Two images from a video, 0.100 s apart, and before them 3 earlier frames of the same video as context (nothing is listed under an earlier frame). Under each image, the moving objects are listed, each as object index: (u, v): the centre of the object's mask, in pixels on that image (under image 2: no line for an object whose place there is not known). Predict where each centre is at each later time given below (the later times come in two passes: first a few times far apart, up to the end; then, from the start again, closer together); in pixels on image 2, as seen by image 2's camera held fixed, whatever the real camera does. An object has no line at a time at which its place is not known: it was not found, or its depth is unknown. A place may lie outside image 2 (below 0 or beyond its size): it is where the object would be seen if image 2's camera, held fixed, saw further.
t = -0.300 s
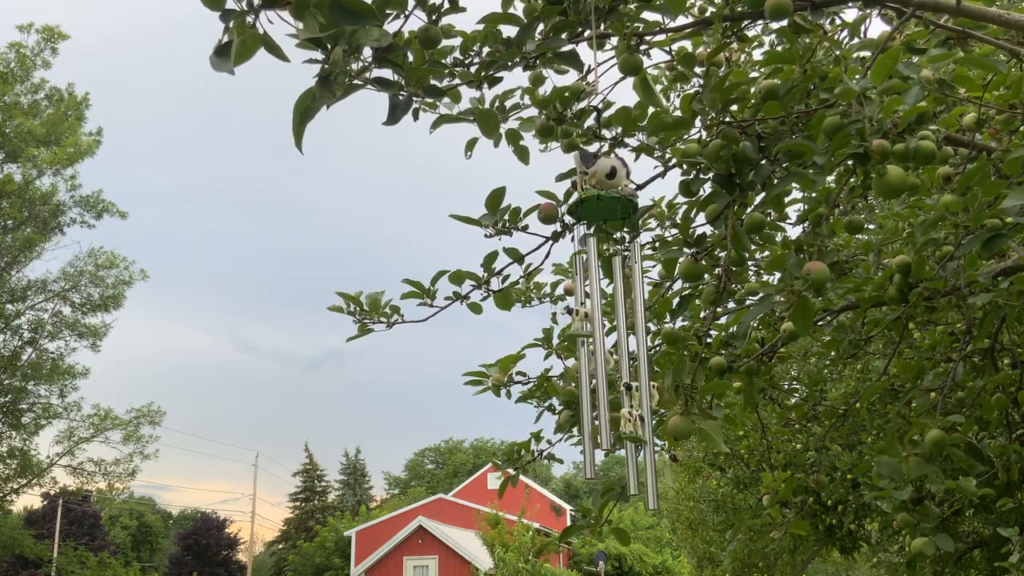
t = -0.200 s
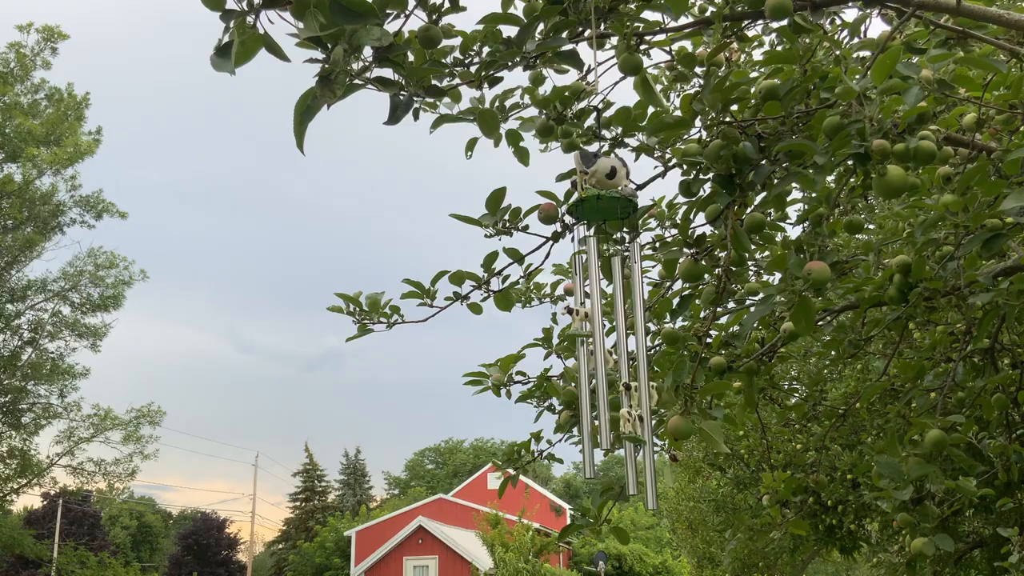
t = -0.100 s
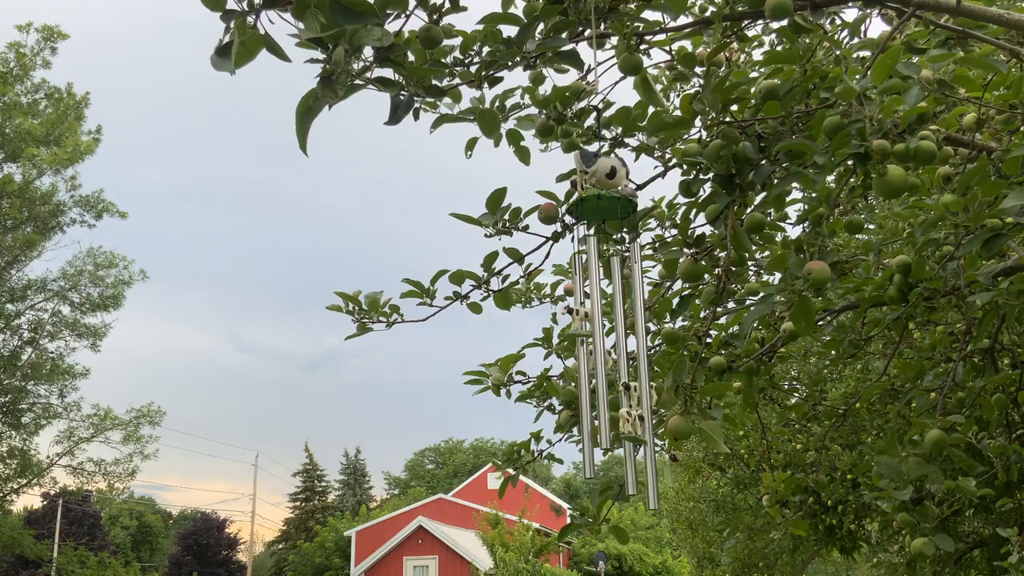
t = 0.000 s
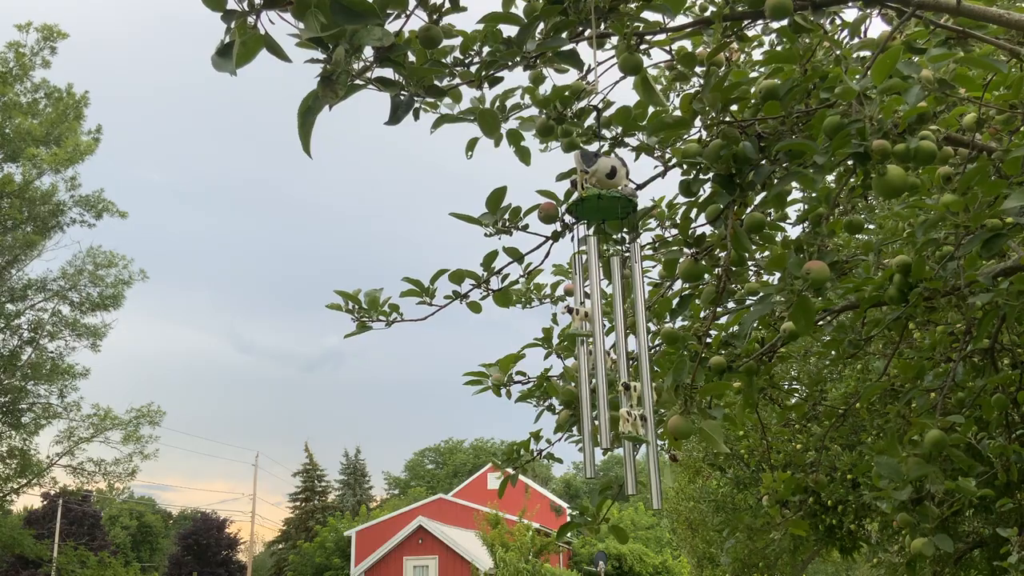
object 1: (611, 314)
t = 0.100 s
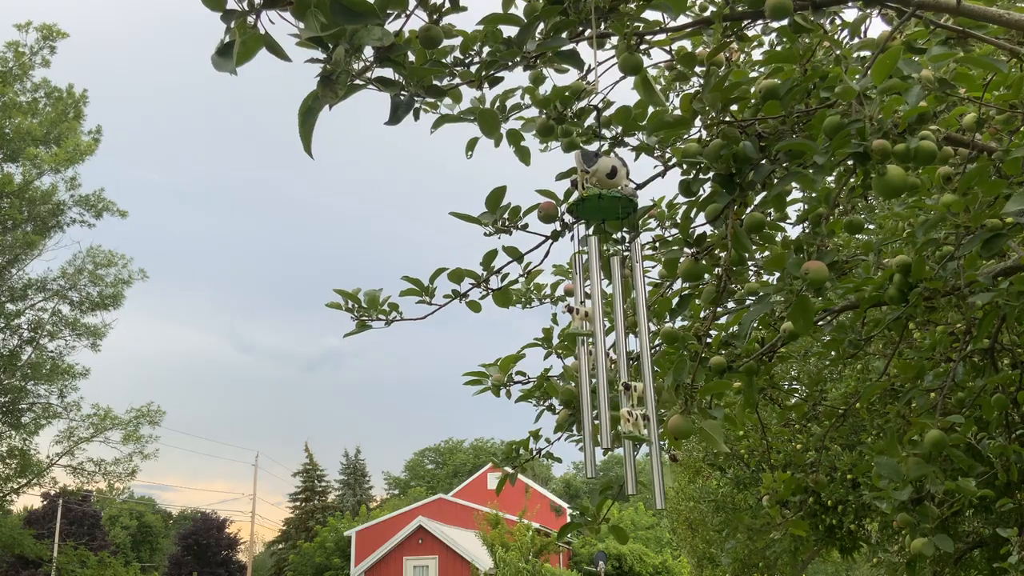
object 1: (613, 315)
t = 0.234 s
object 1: (613, 316)
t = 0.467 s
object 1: (615, 315)
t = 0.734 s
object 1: (615, 314)
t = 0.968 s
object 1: (613, 314)
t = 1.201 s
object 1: (613, 315)
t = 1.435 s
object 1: (610, 313)
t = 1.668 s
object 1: (613, 312)
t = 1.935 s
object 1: (619, 315)
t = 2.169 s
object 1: (620, 312)
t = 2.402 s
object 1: (615, 309)
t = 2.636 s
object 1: (609, 307)
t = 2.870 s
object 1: (609, 314)
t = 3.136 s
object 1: (612, 317)
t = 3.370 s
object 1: (613, 317)
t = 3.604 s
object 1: (611, 313)
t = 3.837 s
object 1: (609, 316)
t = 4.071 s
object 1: (606, 318)
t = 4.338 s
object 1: (605, 316)
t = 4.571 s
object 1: (609, 315)
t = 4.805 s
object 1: (613, 319)
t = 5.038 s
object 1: (612, 320)
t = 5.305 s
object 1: (605, 320)
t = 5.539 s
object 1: (602, 320)
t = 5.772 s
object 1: (603, 319)
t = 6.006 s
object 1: (606, 321)
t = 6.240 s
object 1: (616, 323)
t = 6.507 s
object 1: (608, 321)
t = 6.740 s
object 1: (604, 322)
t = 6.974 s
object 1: (600, 322)
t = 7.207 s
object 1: (600, 320)
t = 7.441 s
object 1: (604, 322)
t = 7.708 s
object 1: (609, 319)
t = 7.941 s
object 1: (608, 319)
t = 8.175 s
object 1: (602, 316)
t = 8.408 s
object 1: (597, 319)
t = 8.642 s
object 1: (597, 315)
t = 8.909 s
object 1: (601, 319)
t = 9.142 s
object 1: (605, 317)
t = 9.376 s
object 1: (605, 316)
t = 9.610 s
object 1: (603, 316)
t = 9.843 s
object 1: (599, 316)
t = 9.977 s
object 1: (598, 317)
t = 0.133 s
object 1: (612, 315)
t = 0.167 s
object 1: (613, 315)
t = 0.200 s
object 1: (613, 315)
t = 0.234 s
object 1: (613, 316)
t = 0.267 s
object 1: (614, 315)
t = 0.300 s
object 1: (614, 316)
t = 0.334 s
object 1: (614, 315)
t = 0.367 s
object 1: (614, 315)
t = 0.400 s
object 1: (614, 315)
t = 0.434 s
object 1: (615, 315)
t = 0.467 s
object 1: (615, 315)
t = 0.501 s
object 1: (615, 315)
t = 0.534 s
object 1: (615, 315)
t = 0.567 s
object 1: (616, 315)
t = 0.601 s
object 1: (616, 315)
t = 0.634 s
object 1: (616, 314)
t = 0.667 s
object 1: (616, 314)
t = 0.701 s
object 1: (616, 314)
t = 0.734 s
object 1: (615, 314)
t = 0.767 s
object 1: (616, 314)
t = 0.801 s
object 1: (615, 314)
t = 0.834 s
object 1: (615, 314)
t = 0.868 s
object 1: (615, 314)
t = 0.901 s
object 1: (614, 314)
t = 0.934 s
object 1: (614, 314)
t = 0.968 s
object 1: (613, 314)
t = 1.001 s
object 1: (614, 315)
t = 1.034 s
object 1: (614, 314)
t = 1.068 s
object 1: (613, 315)
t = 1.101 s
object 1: (613, 316)
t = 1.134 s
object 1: (613, 316)
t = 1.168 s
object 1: (613, 316)
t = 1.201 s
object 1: (613, 315)
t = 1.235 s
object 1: (613, 315)
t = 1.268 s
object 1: (613, 315)
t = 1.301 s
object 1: (613, 315)
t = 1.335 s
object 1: (613, 315)
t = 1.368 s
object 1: (613, 314)
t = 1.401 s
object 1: (610, 314)
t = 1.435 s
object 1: (610, 313)
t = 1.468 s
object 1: (610, 313)
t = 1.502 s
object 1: (610, 313)
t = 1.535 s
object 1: (611, 313)
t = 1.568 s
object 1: (611, 312)
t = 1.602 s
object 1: (612, 312)
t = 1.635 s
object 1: (617, 315)
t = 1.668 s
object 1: (613, 312)
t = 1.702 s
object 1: (614, 314)
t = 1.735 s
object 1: (614, 313)
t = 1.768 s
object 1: (615, 313)
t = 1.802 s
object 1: (616, 313)
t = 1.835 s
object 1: (617, 313)
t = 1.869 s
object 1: (624, 316)
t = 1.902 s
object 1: (618, 315)
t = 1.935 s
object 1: (619, 315)
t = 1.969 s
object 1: (619, 315)
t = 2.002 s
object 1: (619, 315)
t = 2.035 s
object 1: (620, 315)
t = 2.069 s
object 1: (620, 315)
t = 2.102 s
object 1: (620, 315)
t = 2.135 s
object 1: (620, 312)
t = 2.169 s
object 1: (620, 312)
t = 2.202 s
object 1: (620, 314)
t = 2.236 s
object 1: (619, 311)
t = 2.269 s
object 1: (618, 311)
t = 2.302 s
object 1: (618, 311)
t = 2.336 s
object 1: (617, 310)
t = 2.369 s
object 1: (616, 309)
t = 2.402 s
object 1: (615, 309)
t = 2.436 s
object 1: (614, 311)
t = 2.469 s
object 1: (613, 311)
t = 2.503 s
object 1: (612, 310)
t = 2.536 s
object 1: (611, 307)
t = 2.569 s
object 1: (610, 307)
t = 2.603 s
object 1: (610, 307)
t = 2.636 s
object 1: (609, 307)
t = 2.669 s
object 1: (609, 307)
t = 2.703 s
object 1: (608, 308)
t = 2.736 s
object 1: (608, 312)
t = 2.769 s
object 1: (608, 312)
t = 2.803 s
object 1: (608, 313)
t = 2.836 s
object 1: (608, 313)
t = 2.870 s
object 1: (609, 314)
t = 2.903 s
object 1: (609, 315)
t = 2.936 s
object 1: (609, 315)
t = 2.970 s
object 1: (610, 316)
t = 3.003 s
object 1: (610, 316)
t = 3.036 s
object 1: (611, 316)
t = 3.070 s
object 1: (611, 316)
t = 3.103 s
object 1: (612, 317)
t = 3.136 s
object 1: (612, 317)
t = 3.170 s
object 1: (612, 317)
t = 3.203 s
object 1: (613, 317)
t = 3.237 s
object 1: (613, 317)
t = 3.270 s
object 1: (613, 318)
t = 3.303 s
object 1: (613, 317)
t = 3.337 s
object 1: (613, 317)
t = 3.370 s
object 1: (613, 317)
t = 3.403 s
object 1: (613, 316)
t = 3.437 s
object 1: (612, 316)
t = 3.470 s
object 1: (612, 317)
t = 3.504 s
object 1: (612, 316)
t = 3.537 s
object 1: (612, 316)
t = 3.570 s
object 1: (612, 313)
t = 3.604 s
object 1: (611, 313)
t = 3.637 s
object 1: (611, 314)
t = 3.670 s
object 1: (611, 314)
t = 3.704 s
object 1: (610, 314)
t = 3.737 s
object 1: (610, 314)
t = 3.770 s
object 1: (610, 314)
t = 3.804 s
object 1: (610, 315)
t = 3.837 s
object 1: (609, 316)
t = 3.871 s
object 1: (609, 316)
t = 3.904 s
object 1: (608, 316)
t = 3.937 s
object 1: (608, 315)
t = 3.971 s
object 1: (607, 319)
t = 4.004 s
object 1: (607, 316)
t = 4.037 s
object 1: (606, 319)
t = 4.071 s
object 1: (606, 318)
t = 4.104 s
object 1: (605, 318)
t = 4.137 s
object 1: (605, 318)
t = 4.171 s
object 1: (605, 317)
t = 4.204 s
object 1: (605, 317)
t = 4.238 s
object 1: (605, 317)
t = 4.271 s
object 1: (605, 317)
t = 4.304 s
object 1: (605, 317)
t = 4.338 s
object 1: (605, 316)
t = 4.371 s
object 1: (605, 316)
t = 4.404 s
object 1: (606, 317)
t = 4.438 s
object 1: (606, 313)
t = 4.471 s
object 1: (607, 313)
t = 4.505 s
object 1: (607, 314)
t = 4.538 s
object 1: (608, 314)
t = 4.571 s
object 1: (609, 315)
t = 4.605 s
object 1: (610, 316)
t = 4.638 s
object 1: (610, 317)
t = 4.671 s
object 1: (611, 318)
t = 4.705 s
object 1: (612, 318)
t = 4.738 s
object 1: (612, 318)
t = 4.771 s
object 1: (612, 318)
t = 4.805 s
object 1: (613, 319)
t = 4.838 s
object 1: (613, 319)
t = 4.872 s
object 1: (613, 319)
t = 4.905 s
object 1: (613, 320)
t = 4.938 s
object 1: (619, 323)
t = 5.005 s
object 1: (612, 320)
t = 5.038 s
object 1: (612, 320)
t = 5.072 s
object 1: (611, 320)
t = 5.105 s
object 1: (611, 320)
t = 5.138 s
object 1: (609, 321)
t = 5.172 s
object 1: (609, 320)
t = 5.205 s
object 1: (608, 320)
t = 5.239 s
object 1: (607, 320)
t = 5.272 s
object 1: (606, 320)
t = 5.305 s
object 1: (605, 320)
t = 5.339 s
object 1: (604, 320)
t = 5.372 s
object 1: (604, 320)
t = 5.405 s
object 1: (603, 320)
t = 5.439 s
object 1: (603, 319)
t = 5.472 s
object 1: (602, 320)
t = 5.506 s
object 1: (602, 320)
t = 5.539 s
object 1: (602, 320)
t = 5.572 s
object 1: (602, 320)
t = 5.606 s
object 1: (602, 320)
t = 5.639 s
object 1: (602, 320)
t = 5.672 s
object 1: (602, 320)
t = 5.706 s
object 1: (602, 319)
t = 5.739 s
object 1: (603, 319)
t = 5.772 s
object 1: (603, 319)
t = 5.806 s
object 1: (603, 319)
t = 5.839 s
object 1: (604, 319)
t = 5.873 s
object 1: (604, 319)
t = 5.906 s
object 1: (605, 319)
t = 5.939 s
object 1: (605, 320)
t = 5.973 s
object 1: (606, 320)
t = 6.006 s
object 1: (606, 321)
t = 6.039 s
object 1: (607, 321)
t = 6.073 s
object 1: (607, 321)
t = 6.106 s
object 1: (608, 321)
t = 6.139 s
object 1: (608, 321)
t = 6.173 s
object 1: (609, 321)
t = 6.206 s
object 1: (609, 321)
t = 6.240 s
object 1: (616, 323)
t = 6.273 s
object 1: (615, 321)
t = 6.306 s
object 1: (616, 323)
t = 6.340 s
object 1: (616, 323)
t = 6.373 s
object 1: (616, 323)
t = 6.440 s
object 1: (609, 321)
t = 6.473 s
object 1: (608, 321)
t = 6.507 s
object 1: (608, 321)
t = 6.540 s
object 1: (603, 326)
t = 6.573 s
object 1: (603, 326)
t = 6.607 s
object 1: (607, 321)
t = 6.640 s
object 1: (606, 321)
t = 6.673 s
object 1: (605, 322)
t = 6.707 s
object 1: (605, 322)
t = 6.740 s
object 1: (604, 322)
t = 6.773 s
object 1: (604, 322)
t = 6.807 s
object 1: (602, 322)
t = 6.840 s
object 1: (602, 322)
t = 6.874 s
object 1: (601, 322)
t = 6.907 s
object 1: (601, 322)
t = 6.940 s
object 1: (600, 322)
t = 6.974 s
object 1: (600, 322)
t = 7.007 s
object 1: (600, 322)
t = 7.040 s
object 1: (599, 322)
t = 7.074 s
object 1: (599, 322)
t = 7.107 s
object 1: (599, 322)
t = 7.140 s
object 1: (599, 321)
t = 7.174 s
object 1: (600, 321)
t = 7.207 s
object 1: (600, 320)
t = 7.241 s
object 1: (600, 320)
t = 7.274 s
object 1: (601, 320)
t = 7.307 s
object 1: (601, 319)
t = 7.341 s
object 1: (602, 322)
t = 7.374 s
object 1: (602, 322)
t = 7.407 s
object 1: (603, 322)
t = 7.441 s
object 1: (604, 322)
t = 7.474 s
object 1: (605, 319)
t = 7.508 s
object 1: (605, 319)
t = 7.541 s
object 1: (606, 319)
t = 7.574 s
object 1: (607, 319)
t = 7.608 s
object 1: (608, 319)
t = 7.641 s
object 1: (608, 319)
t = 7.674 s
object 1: (609, 319)
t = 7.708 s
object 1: (609, 319)
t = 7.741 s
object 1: (609, 319)
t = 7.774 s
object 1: (609, 319)
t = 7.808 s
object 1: (609, 319)
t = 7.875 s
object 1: (609, 319)
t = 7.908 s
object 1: (608, 319)
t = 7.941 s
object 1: (608, 319)
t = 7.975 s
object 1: (607, 318)
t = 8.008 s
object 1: (606, 318)
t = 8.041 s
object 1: (606, 317)
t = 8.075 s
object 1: (605, 317)
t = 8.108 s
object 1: (604, 321)
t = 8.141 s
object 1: (603, 316)
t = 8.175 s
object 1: (602, 316)
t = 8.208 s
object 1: (601, 320)
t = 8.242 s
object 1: (601, 316)
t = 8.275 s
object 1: (600, 315)
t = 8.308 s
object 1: (599, 319)
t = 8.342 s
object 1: (599, 319)
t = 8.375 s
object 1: (598, 314)
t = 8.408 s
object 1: (597, 319)
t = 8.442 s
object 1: (597, 319)
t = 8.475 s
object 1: (597, 315)
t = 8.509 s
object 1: (597, 315)
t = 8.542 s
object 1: (597, 315)
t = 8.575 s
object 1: (597, 315)
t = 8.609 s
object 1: (597, 316)
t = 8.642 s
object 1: (597, 315)
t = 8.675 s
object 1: (598, 320)
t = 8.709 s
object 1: (598, 315)
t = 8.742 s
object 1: (598, 320)
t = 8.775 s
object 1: (599, 314)
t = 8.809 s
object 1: (600, 319)
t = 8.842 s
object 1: (600, 319)
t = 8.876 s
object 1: (601, 319)
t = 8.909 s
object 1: (601, 319)
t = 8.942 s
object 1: (602, 319)
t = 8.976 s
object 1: (603, 319)
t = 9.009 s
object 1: (603, 318)
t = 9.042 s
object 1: (604, 318)
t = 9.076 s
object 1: (604, 318)
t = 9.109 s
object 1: (605, 313)
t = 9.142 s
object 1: (605, 317)
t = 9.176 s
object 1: (605, 316)
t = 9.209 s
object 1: (605, 316)
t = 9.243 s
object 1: (605, 316)
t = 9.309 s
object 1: (606, 316)
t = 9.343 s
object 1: (605, 316)
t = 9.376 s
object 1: (605, 316)
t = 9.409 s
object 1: (605, 316)
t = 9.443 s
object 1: (605, 316)
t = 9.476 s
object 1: (604, 316)
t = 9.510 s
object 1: (604, 317)
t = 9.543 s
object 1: (604, 317)
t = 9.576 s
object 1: (603, 316)
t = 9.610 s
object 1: (603, 316)
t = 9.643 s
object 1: (602, 316)
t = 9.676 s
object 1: (602, 316)
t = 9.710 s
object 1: (601, 316)
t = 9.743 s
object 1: (601, 316)
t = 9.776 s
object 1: (600, 316)
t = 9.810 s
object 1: (599, 315)
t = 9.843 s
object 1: (599, 316)
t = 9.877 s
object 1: (599, 316)
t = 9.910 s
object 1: (598, 316)
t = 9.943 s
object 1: (598, 316)
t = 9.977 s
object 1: (598, 317)
